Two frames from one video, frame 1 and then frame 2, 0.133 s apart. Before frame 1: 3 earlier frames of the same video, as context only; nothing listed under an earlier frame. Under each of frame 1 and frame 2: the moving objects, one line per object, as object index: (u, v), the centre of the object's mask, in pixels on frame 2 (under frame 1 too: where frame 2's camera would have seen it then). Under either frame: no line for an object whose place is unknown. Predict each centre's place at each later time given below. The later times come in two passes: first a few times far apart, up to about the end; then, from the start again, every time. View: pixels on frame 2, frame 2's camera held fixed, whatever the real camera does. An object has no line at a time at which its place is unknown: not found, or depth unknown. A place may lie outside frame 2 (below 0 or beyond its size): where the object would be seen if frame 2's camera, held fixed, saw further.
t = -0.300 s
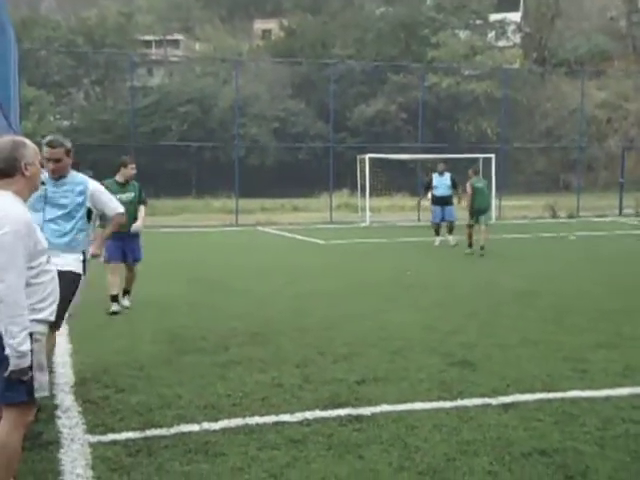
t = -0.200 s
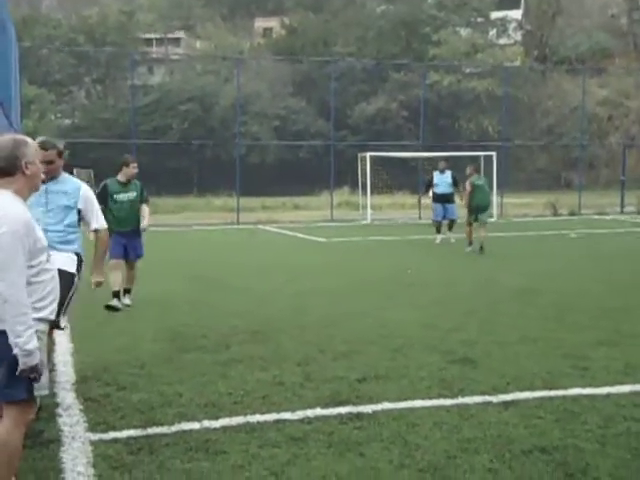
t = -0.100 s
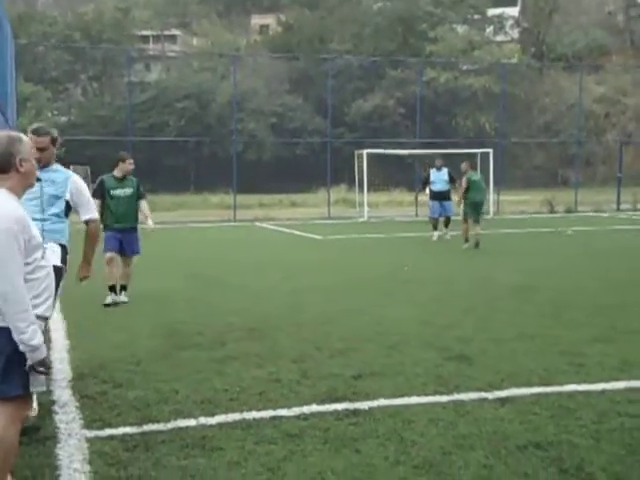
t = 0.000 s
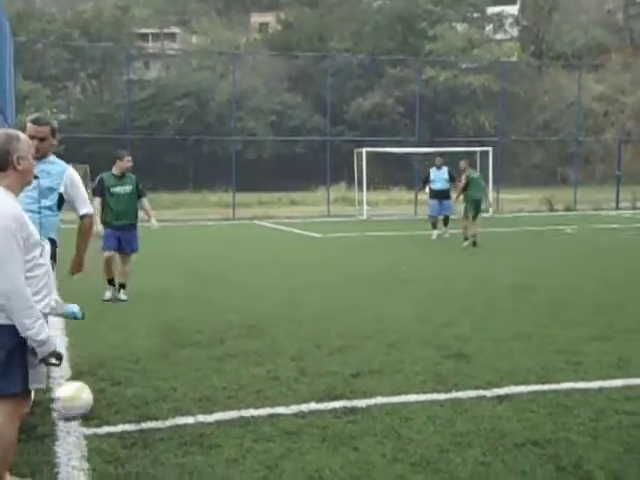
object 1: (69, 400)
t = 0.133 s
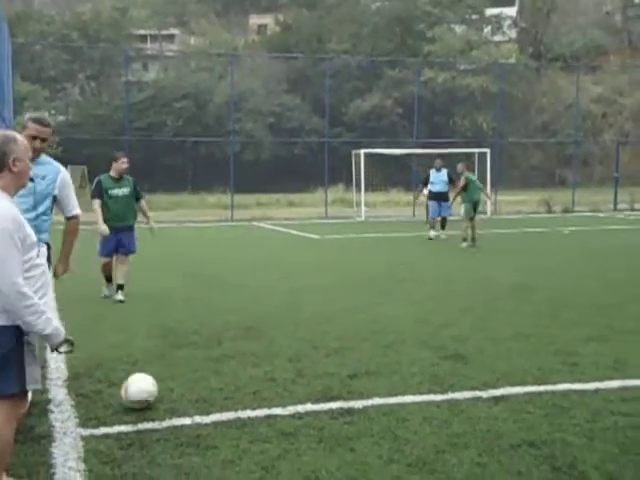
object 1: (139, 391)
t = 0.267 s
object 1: (200, 379)
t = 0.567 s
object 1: (314, 363)
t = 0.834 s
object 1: (395, 352)
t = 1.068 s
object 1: (454, 345)
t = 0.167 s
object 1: (155, 387)
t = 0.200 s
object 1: (171, 385)
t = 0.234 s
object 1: (186, 383)
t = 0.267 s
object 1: (200, 379)
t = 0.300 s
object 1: (214, 376)
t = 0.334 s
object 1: (228, 373)
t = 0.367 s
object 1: (241, 375)
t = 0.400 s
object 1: (254, 373)
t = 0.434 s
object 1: (267, 371)
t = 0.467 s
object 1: (280, 369)
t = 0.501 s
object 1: (291, 367)
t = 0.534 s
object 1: (302, 366)
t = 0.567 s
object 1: (314, 363)
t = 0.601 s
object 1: (325, 362)
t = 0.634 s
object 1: (335, 359)
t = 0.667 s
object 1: (346, 358)
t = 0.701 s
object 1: (356, 359)
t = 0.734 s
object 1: (366, 357)
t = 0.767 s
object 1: (376, 355)
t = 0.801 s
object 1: (385, 353)
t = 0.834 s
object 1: (395, 352)
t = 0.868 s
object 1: (404, 352)
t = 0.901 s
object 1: (413, 350)
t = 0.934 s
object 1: (422, 348)
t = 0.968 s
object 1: (430, 347)
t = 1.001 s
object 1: (438, 347)
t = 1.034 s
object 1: (446, 346)
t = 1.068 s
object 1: (454, 345)
